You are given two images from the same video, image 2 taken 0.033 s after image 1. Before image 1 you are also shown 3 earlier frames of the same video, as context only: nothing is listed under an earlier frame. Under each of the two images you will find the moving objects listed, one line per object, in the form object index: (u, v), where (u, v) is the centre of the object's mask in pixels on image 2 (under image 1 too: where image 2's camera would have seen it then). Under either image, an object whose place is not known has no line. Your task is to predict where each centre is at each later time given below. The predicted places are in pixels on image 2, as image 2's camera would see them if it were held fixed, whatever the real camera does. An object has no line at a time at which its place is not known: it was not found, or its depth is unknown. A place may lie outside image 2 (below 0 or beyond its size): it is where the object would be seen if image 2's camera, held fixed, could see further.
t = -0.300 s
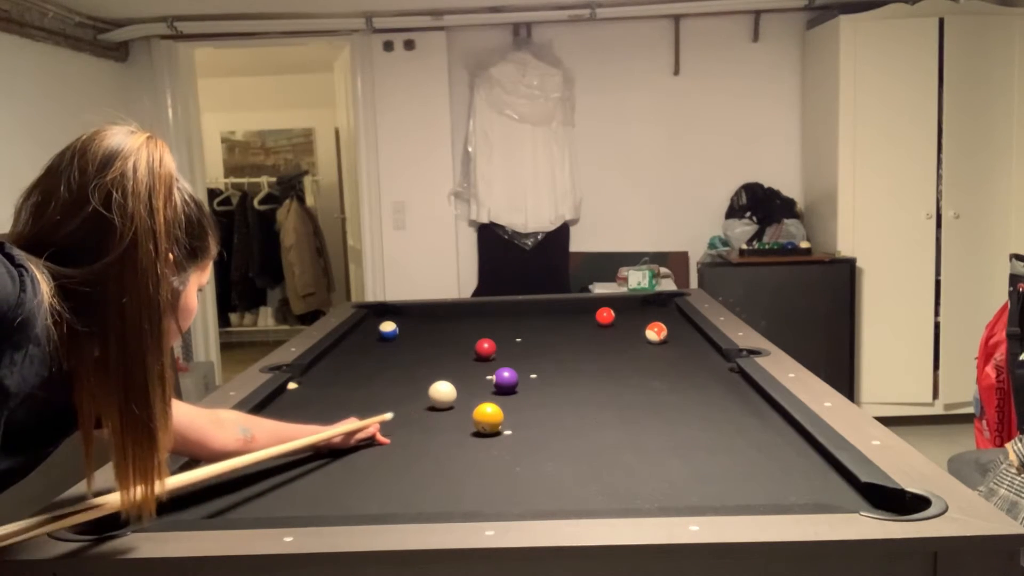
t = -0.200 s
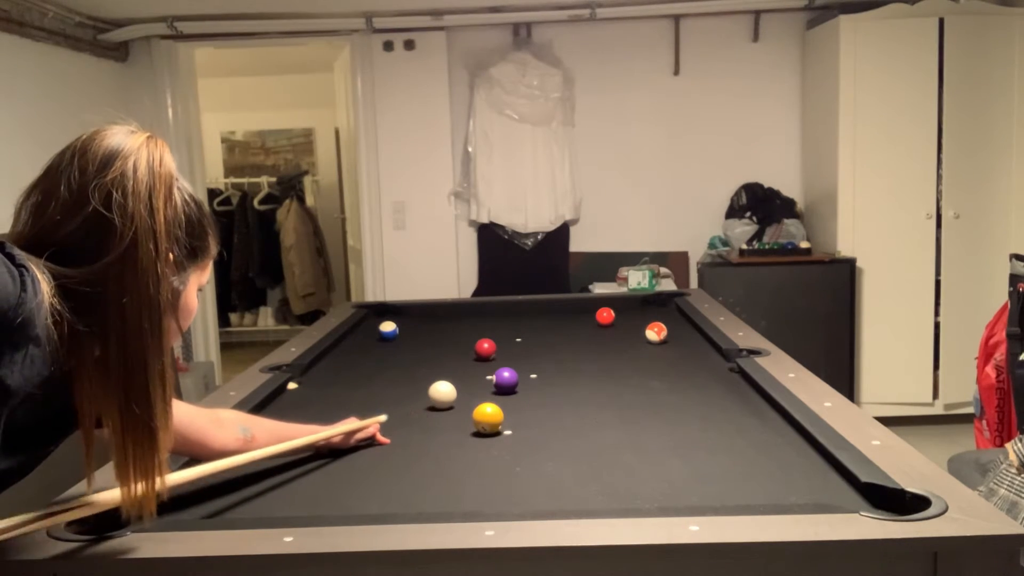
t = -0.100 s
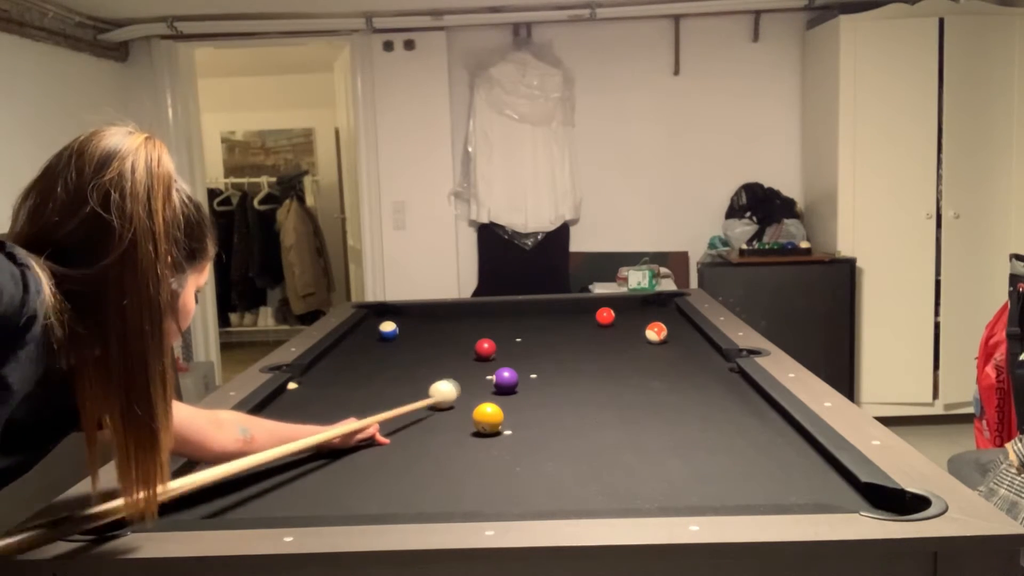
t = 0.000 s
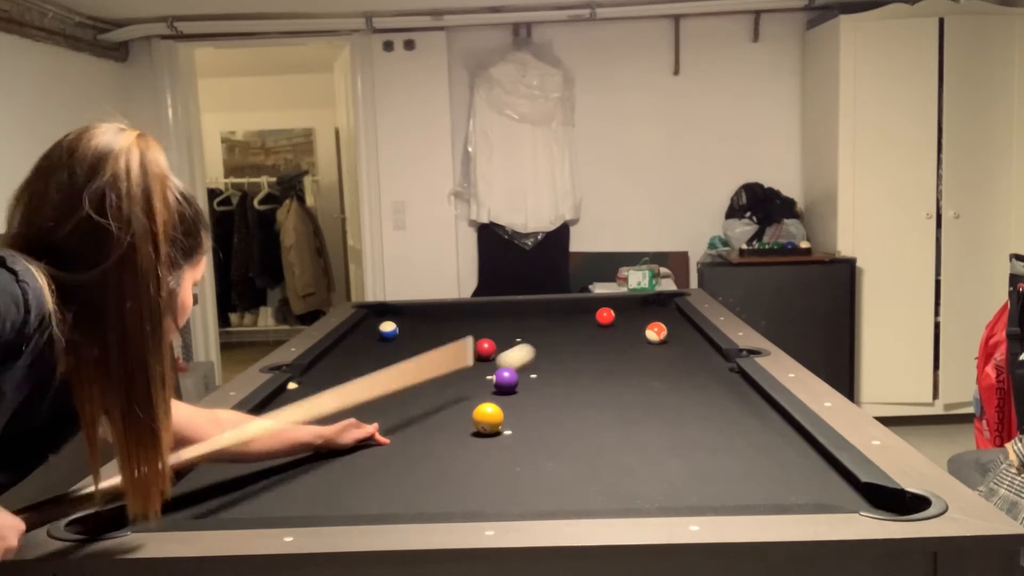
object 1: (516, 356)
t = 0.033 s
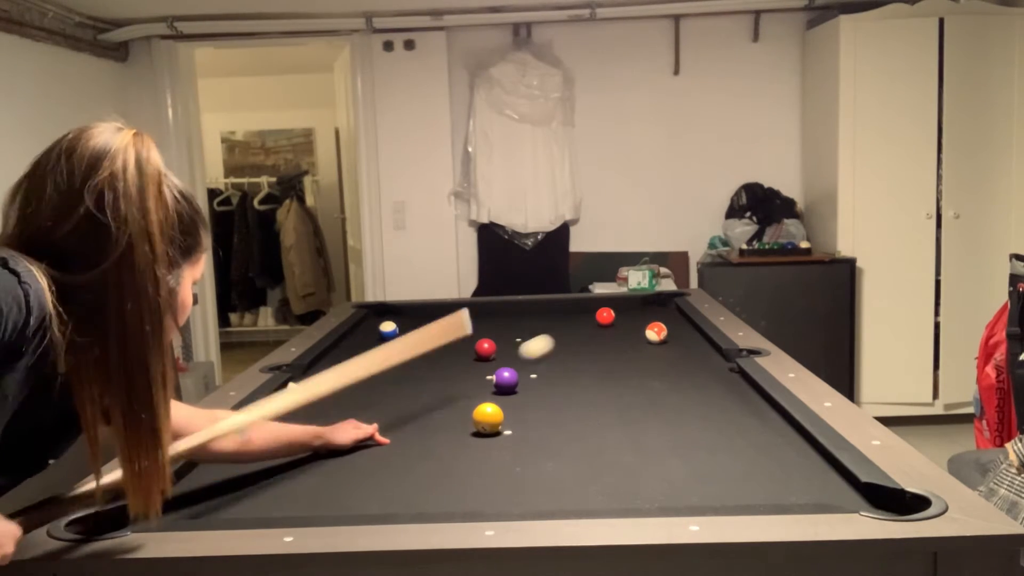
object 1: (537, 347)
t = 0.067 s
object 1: (555, 338)
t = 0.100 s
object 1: (572, 330)
